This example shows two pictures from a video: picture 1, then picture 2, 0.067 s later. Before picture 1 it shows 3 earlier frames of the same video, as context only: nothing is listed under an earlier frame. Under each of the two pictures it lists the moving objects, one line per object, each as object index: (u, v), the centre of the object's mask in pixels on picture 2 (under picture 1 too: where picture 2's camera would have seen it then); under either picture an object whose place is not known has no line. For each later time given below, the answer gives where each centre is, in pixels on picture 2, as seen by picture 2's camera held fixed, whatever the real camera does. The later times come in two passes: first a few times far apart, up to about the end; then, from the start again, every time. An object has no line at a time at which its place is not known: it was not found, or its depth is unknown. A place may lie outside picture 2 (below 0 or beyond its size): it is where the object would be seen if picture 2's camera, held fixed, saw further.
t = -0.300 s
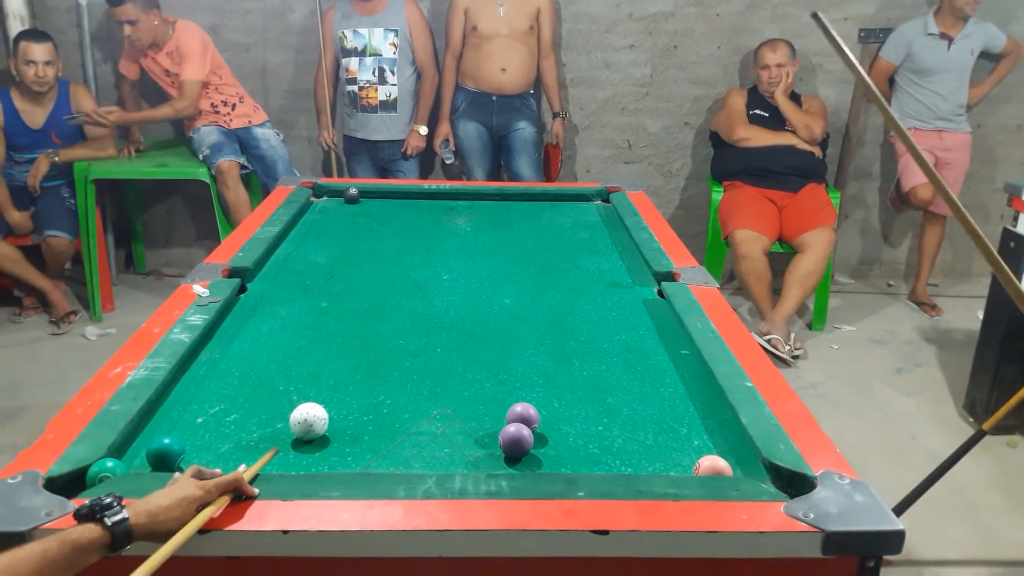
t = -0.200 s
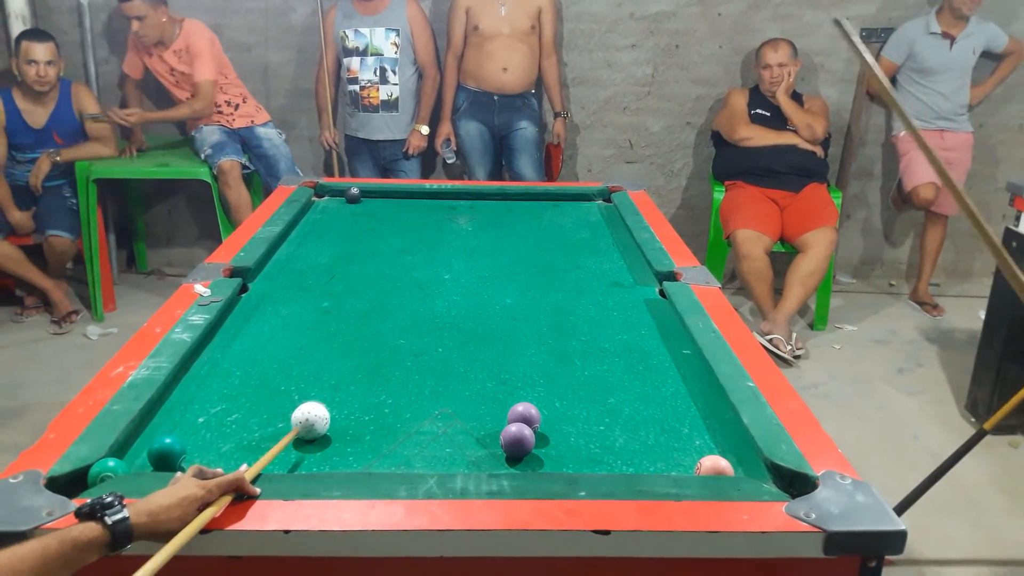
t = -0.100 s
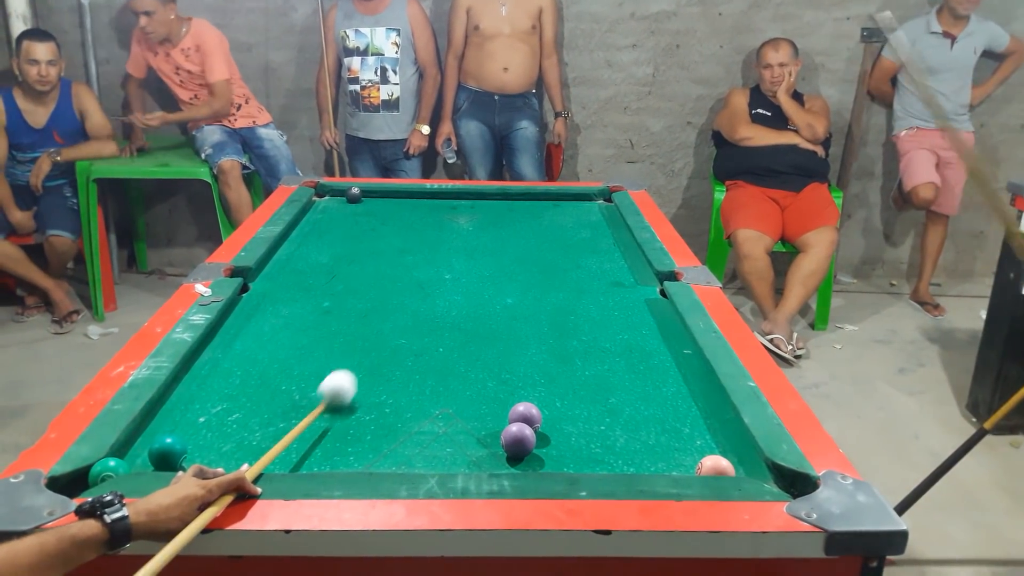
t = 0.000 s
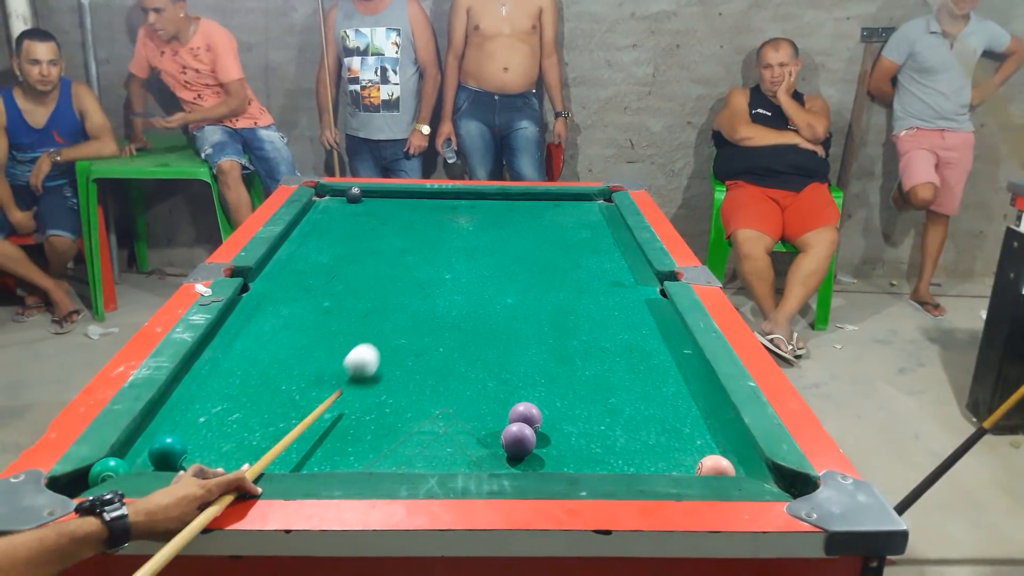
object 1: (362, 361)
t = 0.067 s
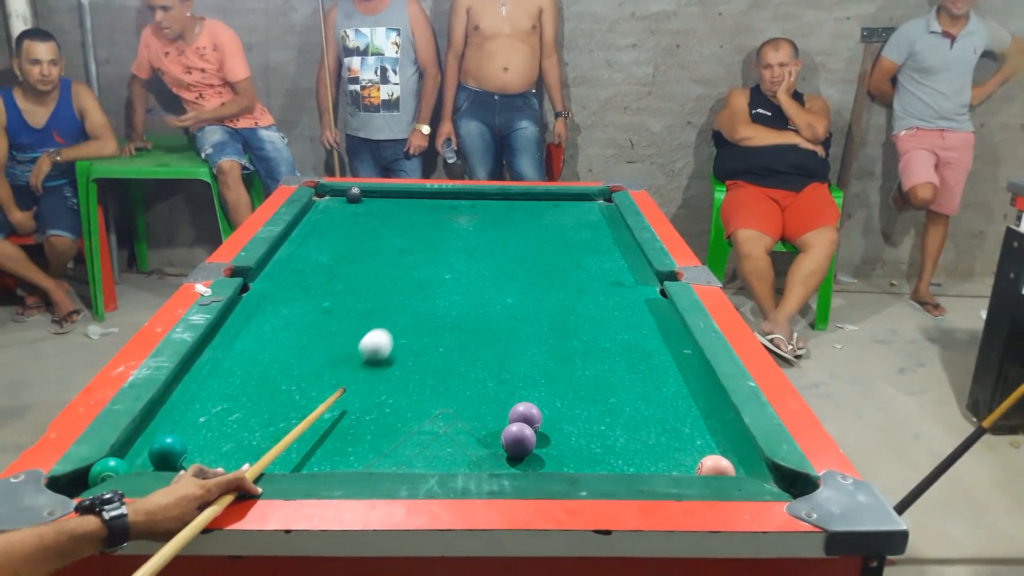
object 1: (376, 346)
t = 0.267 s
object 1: (411, 305)
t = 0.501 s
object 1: (442, 270)
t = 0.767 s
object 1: (470, 238)
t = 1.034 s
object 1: (492, 214)
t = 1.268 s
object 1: (507, 196)
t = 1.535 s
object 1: (523, 209)
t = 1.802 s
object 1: (540, 224)
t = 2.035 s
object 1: (557, 239)
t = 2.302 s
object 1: (578, 257)
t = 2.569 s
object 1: (601, 276)
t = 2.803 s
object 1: (623, 294)
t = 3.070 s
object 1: (651, 316)
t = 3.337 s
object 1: (674, 339)
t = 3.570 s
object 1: (673, 355)
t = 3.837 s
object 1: (671, 374)
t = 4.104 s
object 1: (670, 393)
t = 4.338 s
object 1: (671, 408)
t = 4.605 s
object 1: (672, 426)
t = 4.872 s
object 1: (674, 441)
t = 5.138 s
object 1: (675, 455)
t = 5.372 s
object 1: (675, 461)
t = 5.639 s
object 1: (672, 464)
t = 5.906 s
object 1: (669, 463)
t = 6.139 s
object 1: (667, 462)
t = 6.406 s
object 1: (668, 463)
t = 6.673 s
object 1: (668, 463)
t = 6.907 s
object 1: (668, 462)
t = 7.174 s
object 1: (668, 462)
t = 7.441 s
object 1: (668, 462)
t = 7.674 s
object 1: (669, 462)
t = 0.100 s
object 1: (383, 338)
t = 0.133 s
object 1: (389, 331)
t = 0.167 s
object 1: (395, 324)
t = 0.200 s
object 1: (401, 317)
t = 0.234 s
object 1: (406, 311)
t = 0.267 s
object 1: (411, 305)
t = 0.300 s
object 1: (416, 300)
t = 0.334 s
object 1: (421, 294)
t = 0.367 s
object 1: (426, 289)
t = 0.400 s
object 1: (430, 284)
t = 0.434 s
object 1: (434, 279)
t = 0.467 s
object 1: (438, 274)
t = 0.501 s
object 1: (442, 270)
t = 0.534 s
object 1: (446, 265)
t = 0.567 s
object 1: (450, 261)
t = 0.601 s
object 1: (454, 257)
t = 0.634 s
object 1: (457, 253)
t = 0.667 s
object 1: (461, 249)
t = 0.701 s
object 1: (464, 245)
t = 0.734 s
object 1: (467, 242)
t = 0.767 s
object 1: (470, 238)
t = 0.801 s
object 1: (473, 235)
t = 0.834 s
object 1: (476, 232)
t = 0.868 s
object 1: (479, 229)
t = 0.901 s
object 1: (481, 226)
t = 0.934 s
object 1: (484, 222)
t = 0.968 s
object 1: (487, 220)
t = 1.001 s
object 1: (489, 217)
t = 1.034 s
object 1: (492, 214)
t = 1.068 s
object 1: (494, 211)
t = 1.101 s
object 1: (496, 209)
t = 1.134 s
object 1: (499, 206)
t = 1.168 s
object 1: (501, 204)
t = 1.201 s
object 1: (503, 201)
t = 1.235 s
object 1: (505, 199)
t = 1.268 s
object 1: (507, 196)
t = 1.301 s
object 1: (509, 196)
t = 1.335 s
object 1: (511, 198)
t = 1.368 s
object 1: (513, 200)
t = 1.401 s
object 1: (514, 201)
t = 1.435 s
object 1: (517, 203)
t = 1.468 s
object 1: (518, 205)
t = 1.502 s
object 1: (521, 207)
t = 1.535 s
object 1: (523, 209)
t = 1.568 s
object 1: (525, 210)
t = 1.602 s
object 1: (527, 212)
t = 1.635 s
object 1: (529, 214)
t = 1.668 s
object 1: (531, 216)
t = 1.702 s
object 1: (533, 218)
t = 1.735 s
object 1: (535, 220)
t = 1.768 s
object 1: (538, 222)
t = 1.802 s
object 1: (540, 224)
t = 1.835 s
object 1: (543, 226)
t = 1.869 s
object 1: (545, 228)
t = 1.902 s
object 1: (547, 230)
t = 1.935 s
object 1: (550, 232)
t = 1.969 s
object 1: (552, 234)
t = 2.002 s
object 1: (555, 236)
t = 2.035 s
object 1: (557, 239)
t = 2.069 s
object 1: (560, 241)
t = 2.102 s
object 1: (562, 243)
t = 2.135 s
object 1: (565, 245)
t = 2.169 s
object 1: (568, 247)
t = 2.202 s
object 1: (570, 250)
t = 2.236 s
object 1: (573, 252)
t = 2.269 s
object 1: (576, 254)
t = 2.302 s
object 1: (578, 257)
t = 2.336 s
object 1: (581, 259)
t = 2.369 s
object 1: (584, 261)
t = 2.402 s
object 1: (587, 263)
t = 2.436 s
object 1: (589, 266)
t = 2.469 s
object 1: (592, 268)
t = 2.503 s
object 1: (595, 271)
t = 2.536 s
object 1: (598, 273)
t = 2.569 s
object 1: (601, 276)
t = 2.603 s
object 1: (604, 278)
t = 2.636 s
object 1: (607, 281)
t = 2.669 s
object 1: (610, 283)
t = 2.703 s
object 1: (614, 286)
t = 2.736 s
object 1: (617, 288)
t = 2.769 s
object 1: (620, 291)
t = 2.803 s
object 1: (623, 294)
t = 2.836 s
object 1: (627, 296)
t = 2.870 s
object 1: (630, 299)
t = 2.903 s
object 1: (634, 302)
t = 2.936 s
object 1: (637, 305)
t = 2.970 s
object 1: (641, 308)
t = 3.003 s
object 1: (644, 310)
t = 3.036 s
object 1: (648, 313)
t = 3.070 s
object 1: (651, 316)
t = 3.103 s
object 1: (655, 319)
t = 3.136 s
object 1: (658, 322)
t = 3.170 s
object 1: (662, 325)
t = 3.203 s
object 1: (666, 328)
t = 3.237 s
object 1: (670, 331)
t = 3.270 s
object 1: (673, 334)
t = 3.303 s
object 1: (675, 337)
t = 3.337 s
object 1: (674, 339)
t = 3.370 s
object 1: (674, 341)
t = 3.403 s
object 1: (674, 344)
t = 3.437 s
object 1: (674, 346)
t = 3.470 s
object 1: (673, 348)
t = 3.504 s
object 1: (673, 351)
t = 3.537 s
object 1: (673, 353)
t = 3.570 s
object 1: (673, 355)
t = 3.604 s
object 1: (672, 358)
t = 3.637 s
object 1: (672, 360)
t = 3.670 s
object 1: (672, 362)
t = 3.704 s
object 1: (672, 365)
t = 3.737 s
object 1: (672, 367)
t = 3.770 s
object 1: (671, 369)
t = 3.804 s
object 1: (671, 372)
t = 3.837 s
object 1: (671, 374)
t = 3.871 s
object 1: (671, 376)
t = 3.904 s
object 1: (671, 379)
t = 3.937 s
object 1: (671, 381)
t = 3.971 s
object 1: (670, 383)
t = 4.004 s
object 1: (670, 386)
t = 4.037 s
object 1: (670, 388)
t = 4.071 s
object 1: (670, 390)
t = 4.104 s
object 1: (670, 393)
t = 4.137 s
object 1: (670, 395)
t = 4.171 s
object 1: (670, 397)
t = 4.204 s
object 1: (670, 399)
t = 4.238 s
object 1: (670, 401)
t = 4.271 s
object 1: (670, 404)
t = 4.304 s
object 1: (671, 406)
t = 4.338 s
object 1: (671, 408)
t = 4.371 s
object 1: (671, 410)
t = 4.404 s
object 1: (671, 413)
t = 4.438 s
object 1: (672, 415)
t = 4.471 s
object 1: (672, 417)
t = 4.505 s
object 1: (672, 419)
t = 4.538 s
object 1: (672, 421)
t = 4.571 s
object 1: (672, 423)
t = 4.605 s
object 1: (672, 426)
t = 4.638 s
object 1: (673, 428)
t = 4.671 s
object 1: (673, 430)
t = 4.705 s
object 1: (673, 432)
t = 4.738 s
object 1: (674, 434)
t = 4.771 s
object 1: (674, 436)
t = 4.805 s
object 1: (674, 438)
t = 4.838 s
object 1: (674, 440)
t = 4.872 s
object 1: (674, 441)
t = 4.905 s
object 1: (674, 444)
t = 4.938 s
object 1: (674, 445)
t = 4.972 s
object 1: (674, 447)
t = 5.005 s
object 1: (675, 449)
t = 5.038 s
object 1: (675, 450)
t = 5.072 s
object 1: (675, 453)
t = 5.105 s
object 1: (675, 454)
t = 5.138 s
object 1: (675, 455)
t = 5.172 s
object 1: (676, 456)
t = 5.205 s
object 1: (676, 457)
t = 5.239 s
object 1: (676, 458)
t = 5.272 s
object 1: (676, 458)
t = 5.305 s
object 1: (676, 459)
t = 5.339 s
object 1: (676, 460)
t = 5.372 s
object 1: (675, 461)
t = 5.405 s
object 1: (675, 461)
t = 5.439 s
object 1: (674, 462)
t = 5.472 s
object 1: (674, 462)
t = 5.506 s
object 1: (674, 463)
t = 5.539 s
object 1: (673, 463)
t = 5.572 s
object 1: (673, 464)
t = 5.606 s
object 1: (673, 464)
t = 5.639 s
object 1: (672, 464)
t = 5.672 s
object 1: (672, 464)
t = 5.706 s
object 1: (671, 464)
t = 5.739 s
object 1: (671, 464)
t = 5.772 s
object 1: (670, 464)
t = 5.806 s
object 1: (670, 463)
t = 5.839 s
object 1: (670, 463)
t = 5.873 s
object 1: (669, 463)
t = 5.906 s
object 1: (669, 463)
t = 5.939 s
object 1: (669, 463)
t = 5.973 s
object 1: (668, 463)
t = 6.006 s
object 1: (668, 462)
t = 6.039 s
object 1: (668, 462)
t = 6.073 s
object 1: (667, 462)
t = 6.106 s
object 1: (667, 462)
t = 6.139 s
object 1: (667, 462)
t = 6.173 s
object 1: (667, 462)
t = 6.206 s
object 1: (667, 462)
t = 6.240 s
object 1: (667, 462)
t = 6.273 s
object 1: (667, 462)
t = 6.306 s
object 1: (668, 463)
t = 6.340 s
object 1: (668, 462)
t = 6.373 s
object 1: (668, 463)
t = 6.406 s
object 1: (668, 463)
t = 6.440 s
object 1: (668, 463)
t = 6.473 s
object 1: (668, 463)
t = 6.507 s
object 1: (668, 463)
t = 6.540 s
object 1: (667, 462)
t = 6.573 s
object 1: (667, 462)
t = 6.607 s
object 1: (667, 462)
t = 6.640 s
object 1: (667, 462)
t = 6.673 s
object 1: (668, 463)
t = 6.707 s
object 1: (667, 463)
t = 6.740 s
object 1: (667, 463)
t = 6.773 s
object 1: (668, 463)
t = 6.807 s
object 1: (668, 463)
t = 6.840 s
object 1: (668, 463)
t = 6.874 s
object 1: (667, 463)
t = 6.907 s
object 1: (668, 462)
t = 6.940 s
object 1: (668, 462)
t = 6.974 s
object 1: (668, 462)
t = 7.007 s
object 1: (668, 462)
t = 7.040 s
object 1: (668, 463)
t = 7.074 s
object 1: (668, 462)
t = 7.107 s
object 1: (668, 462)
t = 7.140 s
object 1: (668, 462)
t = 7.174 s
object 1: (668, 462)
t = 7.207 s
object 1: (668, 463)
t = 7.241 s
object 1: (668, 463)
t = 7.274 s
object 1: (668, 463)
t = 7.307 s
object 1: (668, 462)
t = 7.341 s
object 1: (668, 462)
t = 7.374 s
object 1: (668, 462)
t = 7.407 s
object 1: (668, 462)
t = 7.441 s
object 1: (668, 462)
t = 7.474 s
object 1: (668, 462)
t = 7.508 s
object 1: (668, 462)
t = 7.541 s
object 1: (668, 462)
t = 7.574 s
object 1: (668, 462)
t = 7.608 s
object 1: (668, 462)
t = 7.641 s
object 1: (669, 463)
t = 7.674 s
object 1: (669, 462)
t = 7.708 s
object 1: (669, 462)
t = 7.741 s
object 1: (669, 462)
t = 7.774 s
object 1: (669, 462)
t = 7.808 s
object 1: (669, 462)
